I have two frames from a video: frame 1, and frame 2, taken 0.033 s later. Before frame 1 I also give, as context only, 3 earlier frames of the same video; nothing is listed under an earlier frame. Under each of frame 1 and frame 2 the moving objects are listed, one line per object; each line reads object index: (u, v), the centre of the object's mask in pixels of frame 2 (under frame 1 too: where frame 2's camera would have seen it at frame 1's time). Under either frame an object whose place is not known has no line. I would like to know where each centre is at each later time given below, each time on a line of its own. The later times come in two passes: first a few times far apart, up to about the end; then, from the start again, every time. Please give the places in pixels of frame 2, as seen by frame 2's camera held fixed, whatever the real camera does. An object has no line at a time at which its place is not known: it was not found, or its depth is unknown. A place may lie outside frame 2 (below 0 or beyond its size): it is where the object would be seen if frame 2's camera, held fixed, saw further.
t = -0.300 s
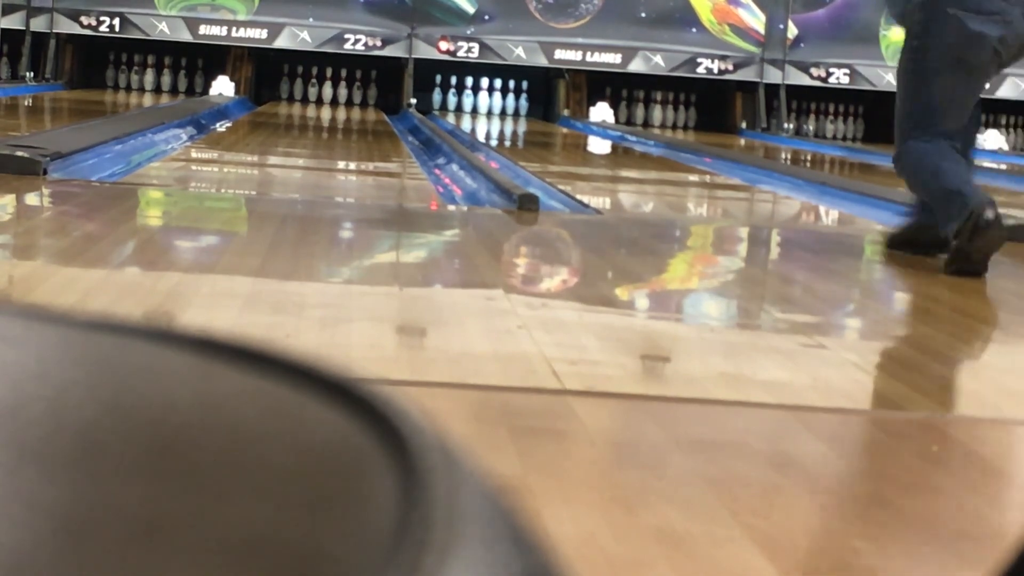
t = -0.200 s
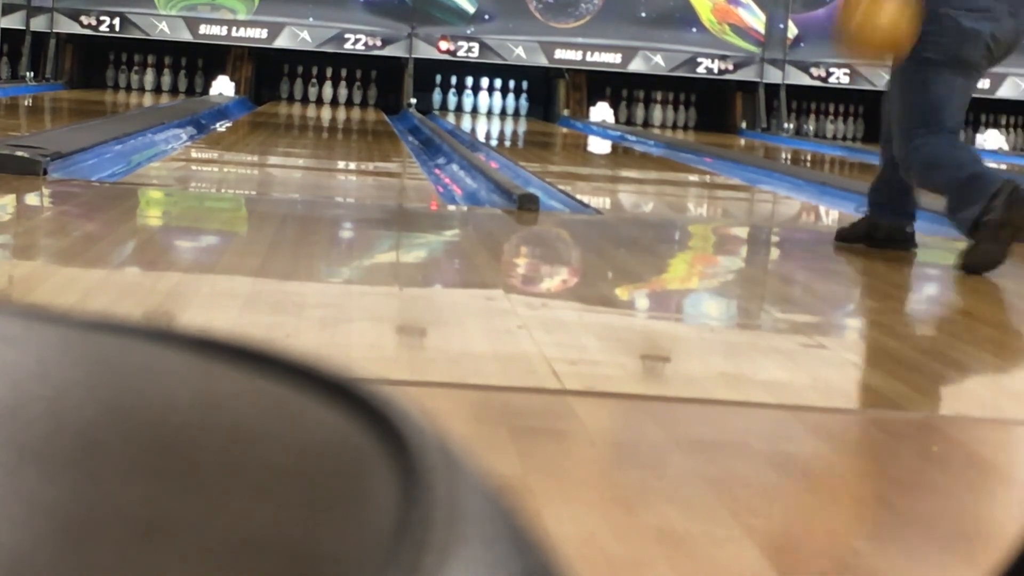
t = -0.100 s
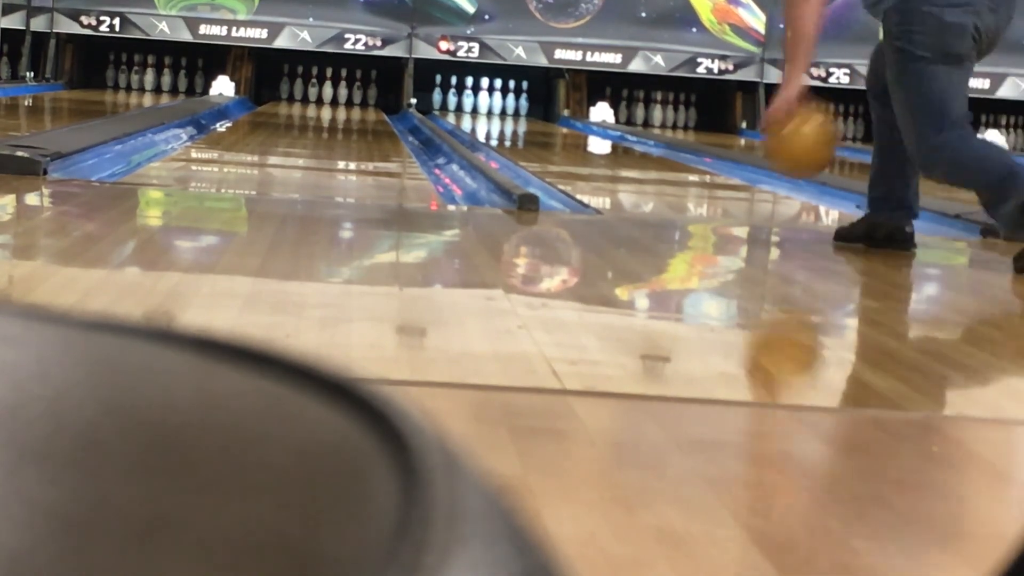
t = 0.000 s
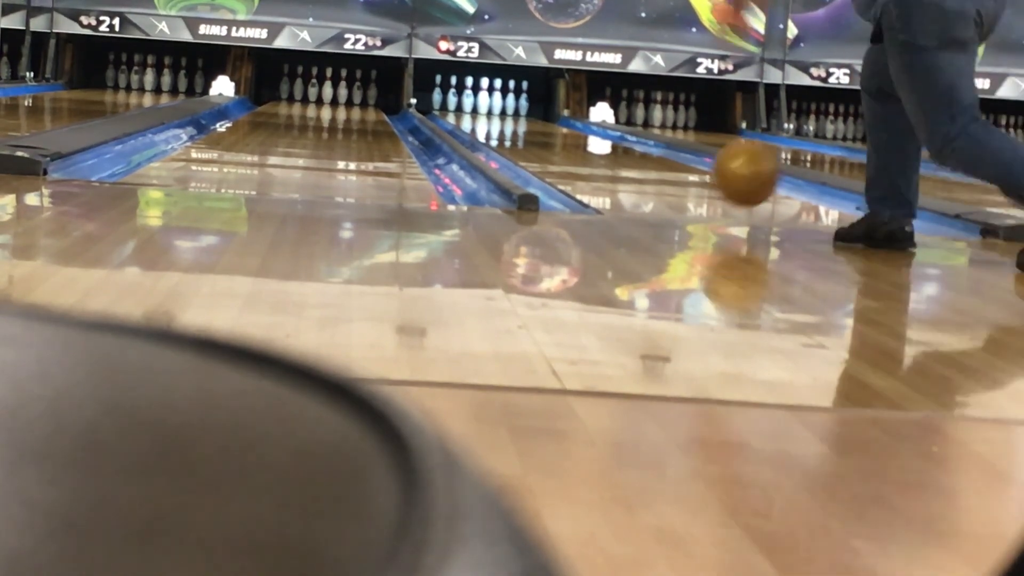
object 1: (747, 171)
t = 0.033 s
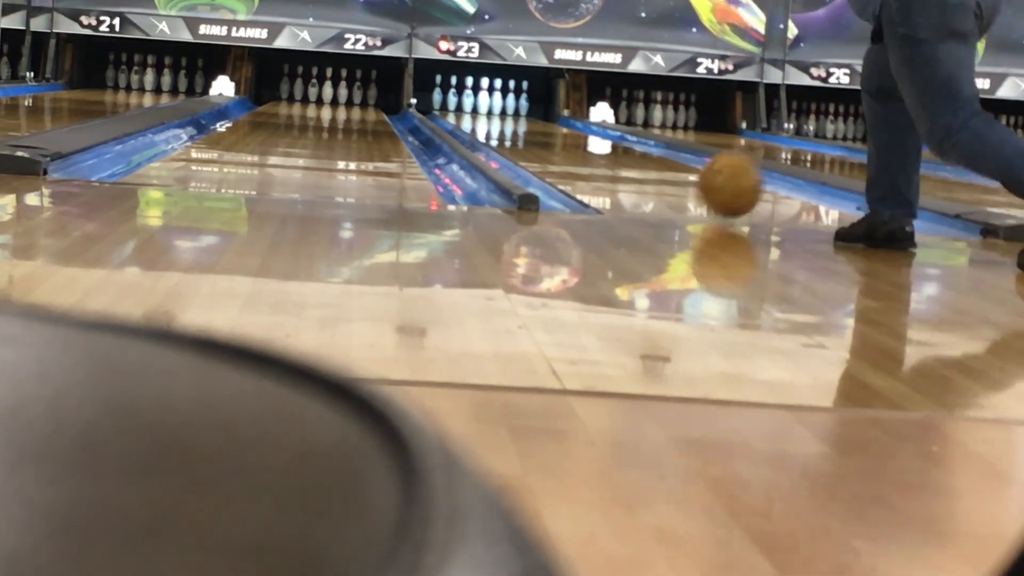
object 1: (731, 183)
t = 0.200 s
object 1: (669, 170)
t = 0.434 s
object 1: (611, 155)
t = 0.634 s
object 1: (573, 142)
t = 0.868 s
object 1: (543, 132)
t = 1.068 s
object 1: (522, 126)
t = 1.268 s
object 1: (506, 120)
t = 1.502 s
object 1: (491, 115)
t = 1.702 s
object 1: (480, 111)
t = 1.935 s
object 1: (472, 108)
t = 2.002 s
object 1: (471, 107)
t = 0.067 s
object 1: (716, 182)
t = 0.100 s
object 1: (703, 176)
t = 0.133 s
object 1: (693, 176)
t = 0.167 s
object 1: (681, 173)
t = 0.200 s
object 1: (669, 170)
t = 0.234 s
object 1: (659, 169)
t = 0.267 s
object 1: (650, 166)
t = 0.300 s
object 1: (641, 163)
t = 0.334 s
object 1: (633, 161)
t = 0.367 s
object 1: (625, 159)
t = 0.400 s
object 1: (618, 157)
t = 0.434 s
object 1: (611, 155)
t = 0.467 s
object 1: (604, 153)
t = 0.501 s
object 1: (597, 151)
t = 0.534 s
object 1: (590, 148)
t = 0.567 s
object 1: (584, 146)
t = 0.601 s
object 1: (579, 144)
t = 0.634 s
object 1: (573, 142)
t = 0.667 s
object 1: (569, 141)
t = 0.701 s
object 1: (565, 139)
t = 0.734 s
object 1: (559, 137)
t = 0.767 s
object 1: (555, 136)
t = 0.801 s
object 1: (551, 134)
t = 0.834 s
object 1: (547, 133)
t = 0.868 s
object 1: (543, 132)
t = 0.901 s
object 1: (539, 131)
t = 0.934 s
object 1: (535, 130)
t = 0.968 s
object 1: (532, 128)
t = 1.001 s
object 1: (528, 128)
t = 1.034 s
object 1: (526, 126)
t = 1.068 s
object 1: (522, 126)
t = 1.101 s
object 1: (519, 125)
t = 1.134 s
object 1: (516, 124)
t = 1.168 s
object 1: (513, 123)
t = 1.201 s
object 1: (511, 122)
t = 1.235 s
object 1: (508, 121)
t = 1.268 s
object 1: (506, 120)
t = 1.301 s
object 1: (504, 119)
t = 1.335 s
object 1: (501, 118)
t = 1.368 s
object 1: (499, 118)
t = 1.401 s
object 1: (497, 117)
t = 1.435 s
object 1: (494, 116)
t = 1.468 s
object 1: (493, 116)
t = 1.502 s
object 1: (491, 115)
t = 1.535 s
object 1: (489, 114)
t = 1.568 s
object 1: (486, 114)
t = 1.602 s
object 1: (484, 113)
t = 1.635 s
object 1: (483, 113)
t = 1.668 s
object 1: (482, 112)
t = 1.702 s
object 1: (480, 111)
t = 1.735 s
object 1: (479, 111)
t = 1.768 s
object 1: (478, 110)
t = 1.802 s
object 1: (476, 109)
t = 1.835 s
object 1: (475, 109)
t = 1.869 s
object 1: (475, 109)
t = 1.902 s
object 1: (473, 108)
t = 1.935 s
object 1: (472, 108)
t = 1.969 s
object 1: (472, 107)
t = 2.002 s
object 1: (471, 107)
